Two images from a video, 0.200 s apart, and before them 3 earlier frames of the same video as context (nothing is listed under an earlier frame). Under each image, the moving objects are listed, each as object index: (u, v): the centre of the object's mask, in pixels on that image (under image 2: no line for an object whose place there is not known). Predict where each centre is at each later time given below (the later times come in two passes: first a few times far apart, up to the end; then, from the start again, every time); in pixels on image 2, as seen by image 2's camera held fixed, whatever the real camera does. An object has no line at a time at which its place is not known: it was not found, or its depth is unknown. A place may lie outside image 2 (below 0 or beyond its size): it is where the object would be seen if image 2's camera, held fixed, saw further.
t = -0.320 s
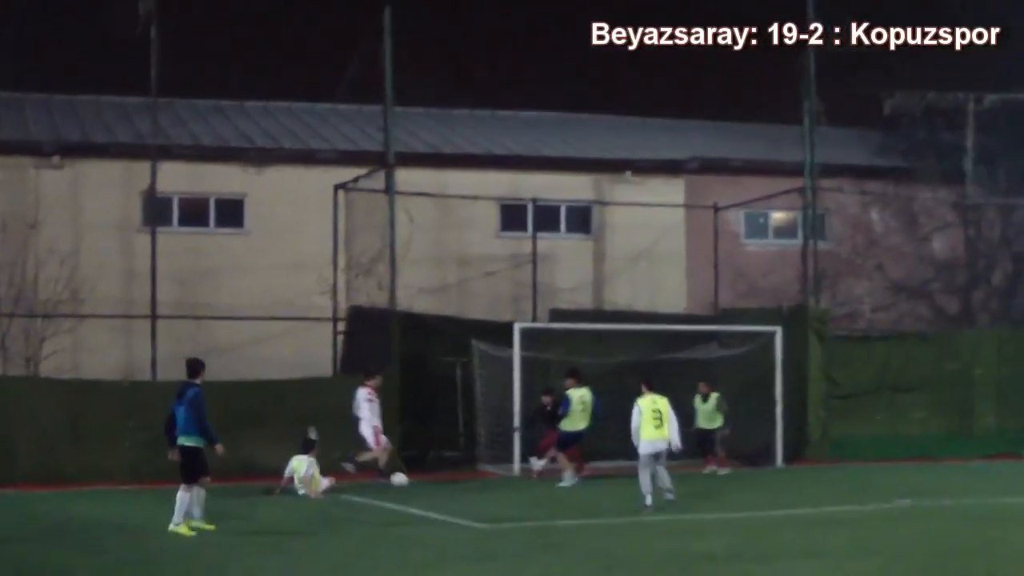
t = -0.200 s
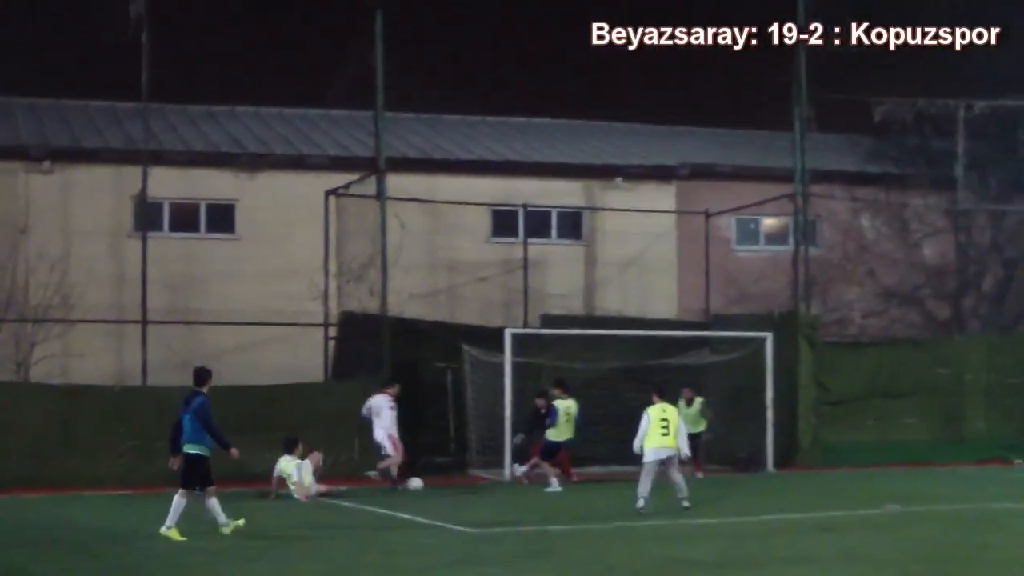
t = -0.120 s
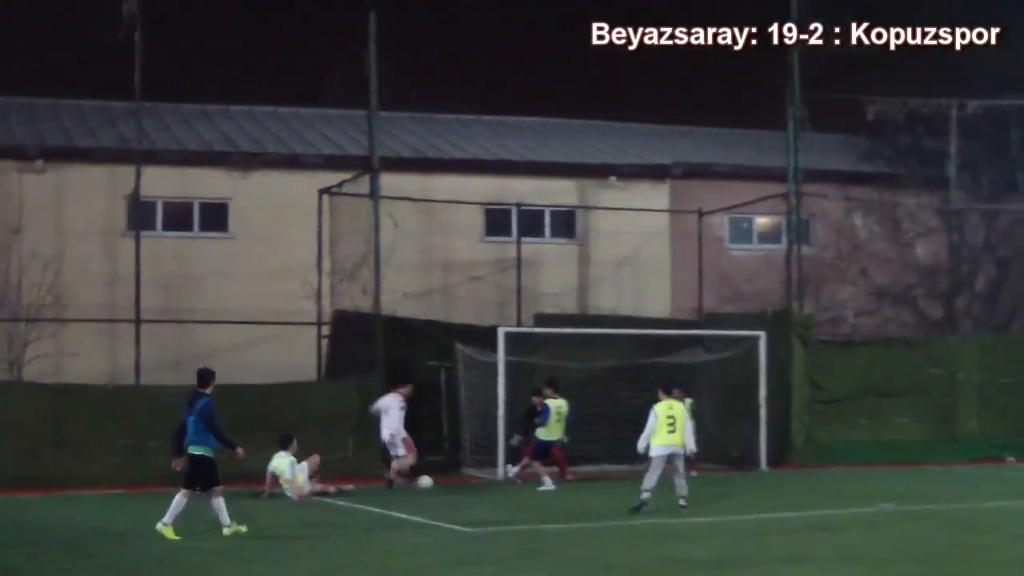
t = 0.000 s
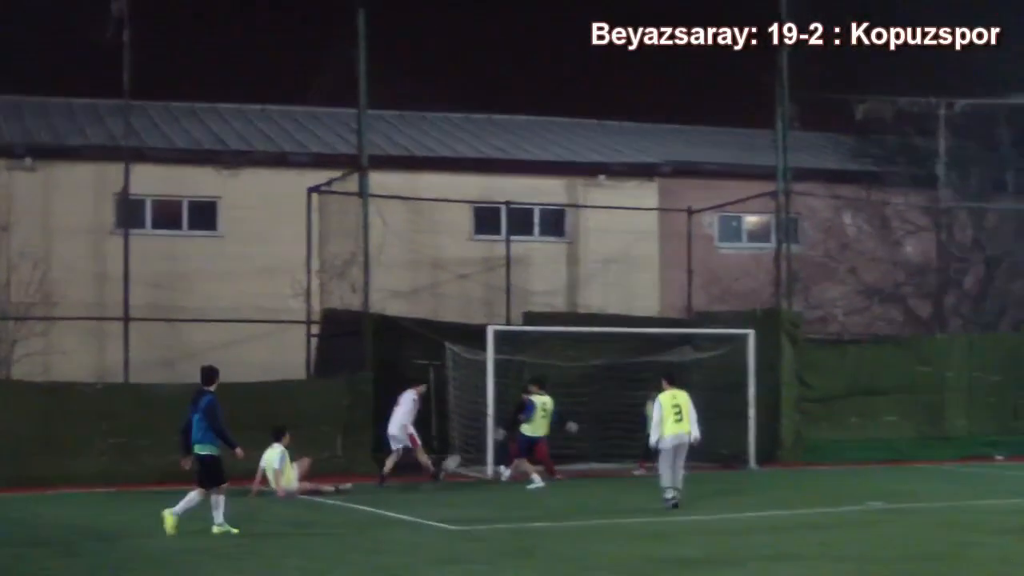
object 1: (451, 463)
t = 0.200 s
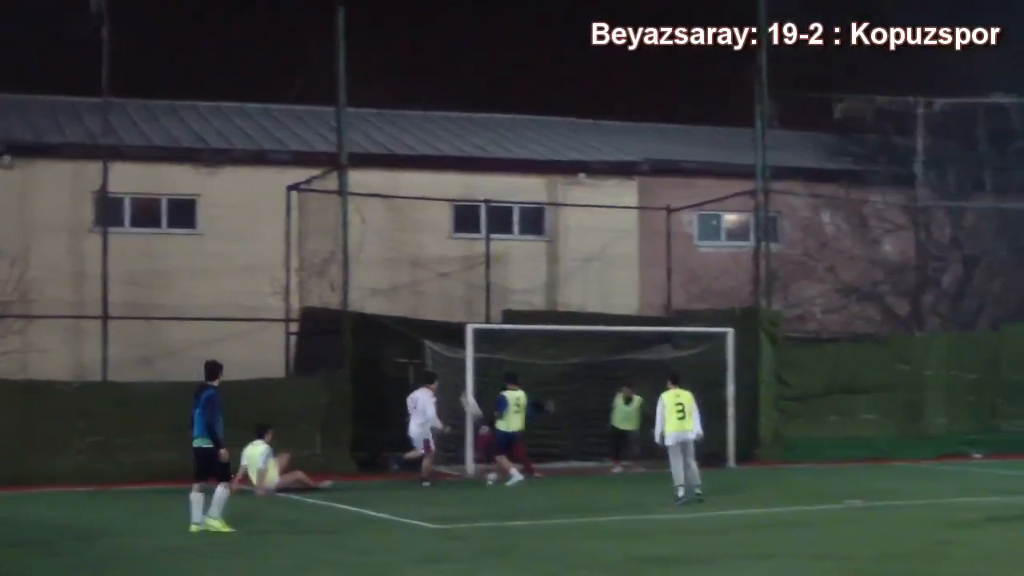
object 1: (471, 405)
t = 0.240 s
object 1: (460, 384)
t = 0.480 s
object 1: (431, 300)
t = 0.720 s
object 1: (400, 246)
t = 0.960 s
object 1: (368, 230)
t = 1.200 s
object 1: (336, 251)
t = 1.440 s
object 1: (301, 311)
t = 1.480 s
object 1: (295, 325)
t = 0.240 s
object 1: (460, 384)
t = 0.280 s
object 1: (458, 370)
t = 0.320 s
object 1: (453, 355)
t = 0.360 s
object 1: (448, 340)
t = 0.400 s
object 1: (442, 326)
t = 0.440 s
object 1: (436, 312)
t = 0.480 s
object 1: (431, 300)
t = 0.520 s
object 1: (427, 288)
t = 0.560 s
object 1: (421, 278)
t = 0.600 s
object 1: (417, 270)
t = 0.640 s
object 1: (411, 260)
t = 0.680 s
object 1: (405, 253)
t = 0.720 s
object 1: (400, 246)
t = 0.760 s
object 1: (395, 242)
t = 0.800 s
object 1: (389, 237)
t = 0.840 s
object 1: (384, 234)
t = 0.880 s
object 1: (379, 231)
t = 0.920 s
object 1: (373, 230)
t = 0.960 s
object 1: (368, 230)
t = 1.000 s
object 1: (362, 231)
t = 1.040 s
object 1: (357, 232)
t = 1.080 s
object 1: (351, 235)
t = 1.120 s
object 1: (346, 239)
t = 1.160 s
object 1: (341, 244)
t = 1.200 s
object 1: (336, 251)
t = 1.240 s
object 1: (330, 258)
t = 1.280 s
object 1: (324, 266)
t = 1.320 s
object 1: (319, 276)
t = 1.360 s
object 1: (313, 286)
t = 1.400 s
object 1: (307, 299)
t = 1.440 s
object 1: (301, 311)
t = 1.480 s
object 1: (295, 325)
